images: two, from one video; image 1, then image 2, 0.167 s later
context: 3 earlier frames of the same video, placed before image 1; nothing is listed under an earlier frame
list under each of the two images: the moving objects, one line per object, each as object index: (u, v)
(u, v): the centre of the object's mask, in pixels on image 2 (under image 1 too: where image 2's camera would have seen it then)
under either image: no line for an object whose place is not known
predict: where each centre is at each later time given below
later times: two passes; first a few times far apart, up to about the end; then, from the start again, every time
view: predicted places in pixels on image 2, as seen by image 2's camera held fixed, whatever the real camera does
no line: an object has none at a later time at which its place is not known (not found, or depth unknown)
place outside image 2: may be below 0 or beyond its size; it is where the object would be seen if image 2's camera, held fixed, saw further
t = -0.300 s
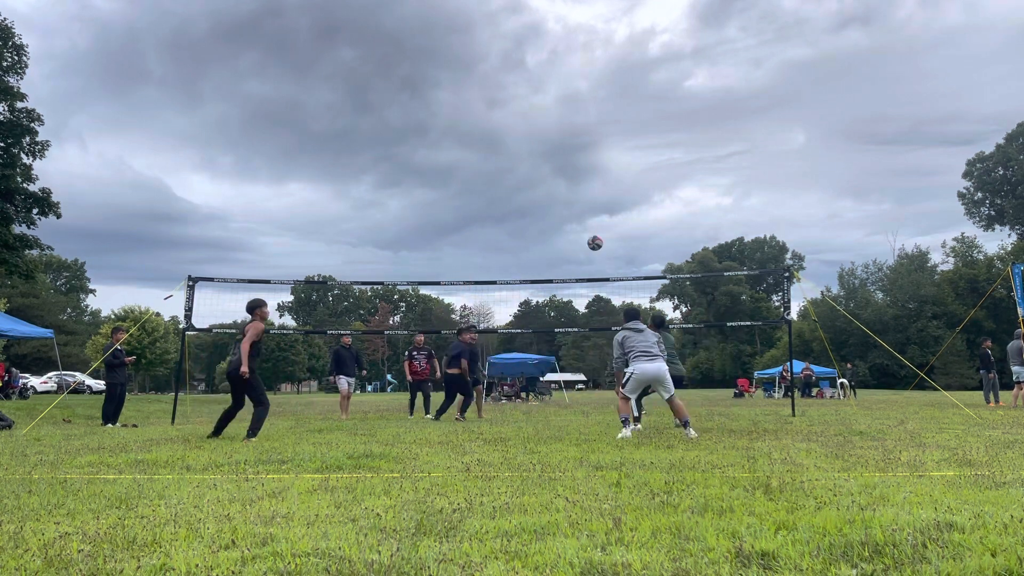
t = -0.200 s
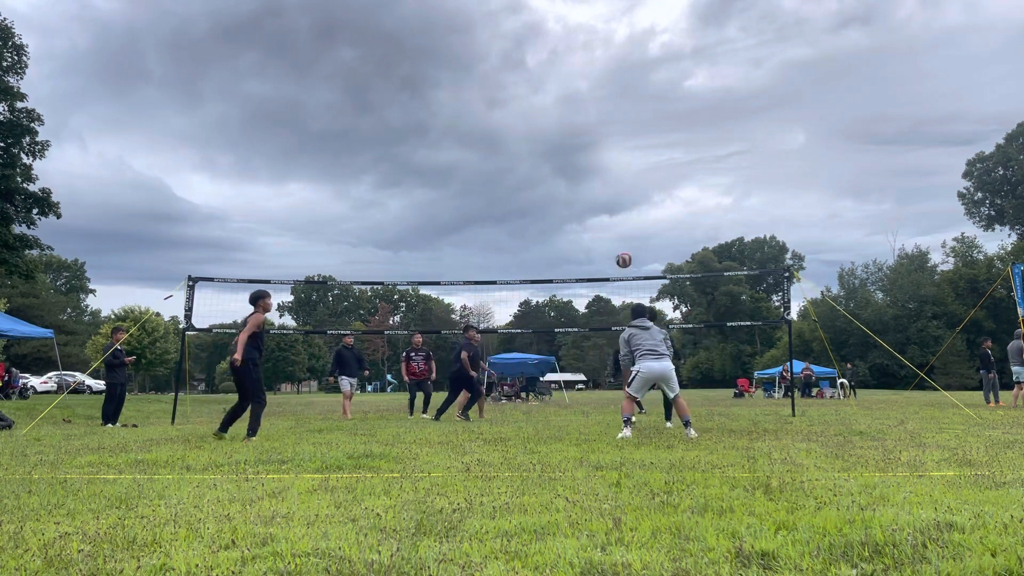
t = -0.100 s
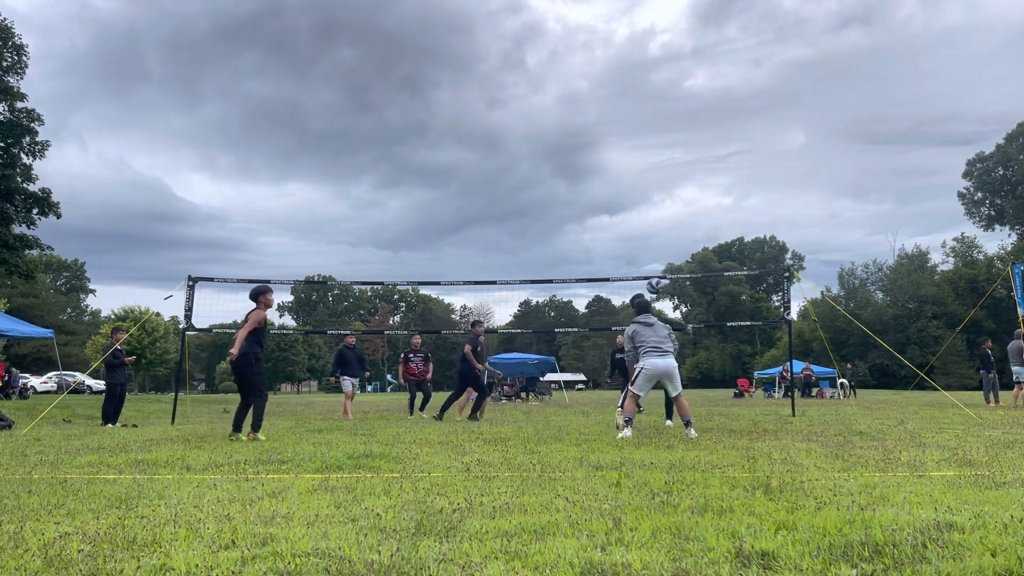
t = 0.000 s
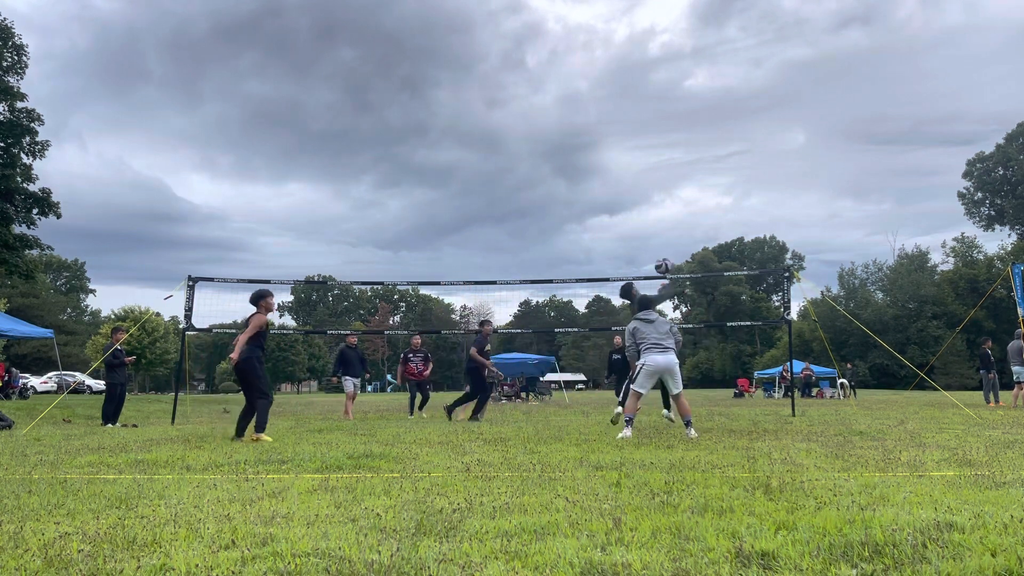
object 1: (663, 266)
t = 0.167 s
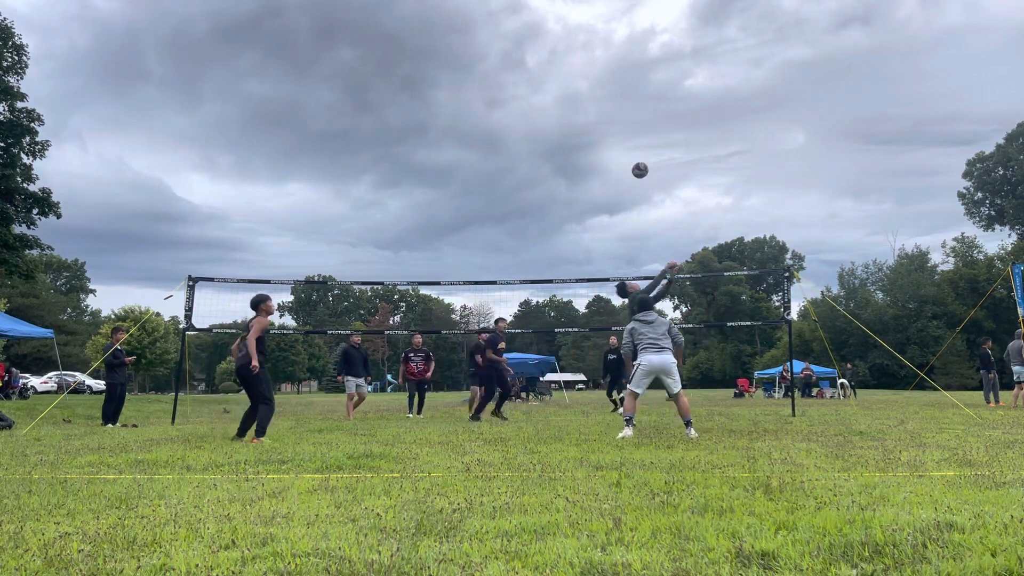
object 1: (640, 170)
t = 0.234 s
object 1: (631, 140)
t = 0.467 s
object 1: (606, 67)
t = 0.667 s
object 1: (588, 40)
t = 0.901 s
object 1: (569, 42)
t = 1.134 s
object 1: (552, 78)
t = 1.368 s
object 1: (538, 143)
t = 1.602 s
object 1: (525, 234)
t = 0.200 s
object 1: (636, 155)
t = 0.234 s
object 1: (631, 140)
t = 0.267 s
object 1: (627, 127)
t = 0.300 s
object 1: (624, 114)
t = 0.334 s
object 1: (620, 103)
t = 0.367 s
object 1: (616, 93)
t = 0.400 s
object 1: (613, 83)
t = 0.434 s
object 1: (610, 75)
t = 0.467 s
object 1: (606, 67)
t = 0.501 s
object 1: (603, 61)
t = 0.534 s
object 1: (600, 55)
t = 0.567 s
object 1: (597, 50)
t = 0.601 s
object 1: (594, 46)
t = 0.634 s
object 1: (590, 43)
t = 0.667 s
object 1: (588, 40)
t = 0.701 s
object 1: (585, 38)
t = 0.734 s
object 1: (582, 37)
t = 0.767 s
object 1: (579, 37)
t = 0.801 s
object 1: (576, 37)
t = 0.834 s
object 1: (574, 38)
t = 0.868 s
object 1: (571, 40)
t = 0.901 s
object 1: (569, 42)
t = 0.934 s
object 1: (566, 45)
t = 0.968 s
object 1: (563, 49)
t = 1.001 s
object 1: (561, 54)
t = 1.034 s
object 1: (558, 59)
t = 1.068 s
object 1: (556, 65)
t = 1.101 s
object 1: (554, 71)
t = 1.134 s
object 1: (552, 78)
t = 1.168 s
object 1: (549, 86)
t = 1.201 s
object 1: (547, 94)
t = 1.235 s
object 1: (545, 102)
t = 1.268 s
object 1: (543, 112)
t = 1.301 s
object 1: (541, 122)
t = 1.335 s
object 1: (539, 132)
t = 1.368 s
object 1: (538, 143)
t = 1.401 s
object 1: (535, 154)
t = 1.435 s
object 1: (534, 166)
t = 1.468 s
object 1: (532, 179)
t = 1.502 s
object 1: (530, 192)
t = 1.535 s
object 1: (529, 205)
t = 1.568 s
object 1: (527, 219)
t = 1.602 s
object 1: (525, 234)
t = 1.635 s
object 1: (524, 249)
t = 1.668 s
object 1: (523, 264)
